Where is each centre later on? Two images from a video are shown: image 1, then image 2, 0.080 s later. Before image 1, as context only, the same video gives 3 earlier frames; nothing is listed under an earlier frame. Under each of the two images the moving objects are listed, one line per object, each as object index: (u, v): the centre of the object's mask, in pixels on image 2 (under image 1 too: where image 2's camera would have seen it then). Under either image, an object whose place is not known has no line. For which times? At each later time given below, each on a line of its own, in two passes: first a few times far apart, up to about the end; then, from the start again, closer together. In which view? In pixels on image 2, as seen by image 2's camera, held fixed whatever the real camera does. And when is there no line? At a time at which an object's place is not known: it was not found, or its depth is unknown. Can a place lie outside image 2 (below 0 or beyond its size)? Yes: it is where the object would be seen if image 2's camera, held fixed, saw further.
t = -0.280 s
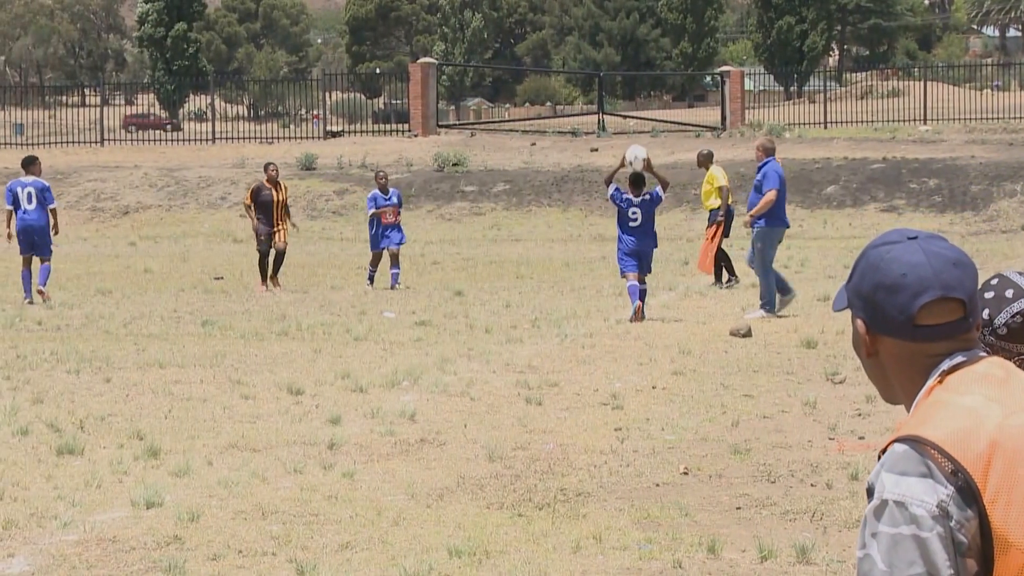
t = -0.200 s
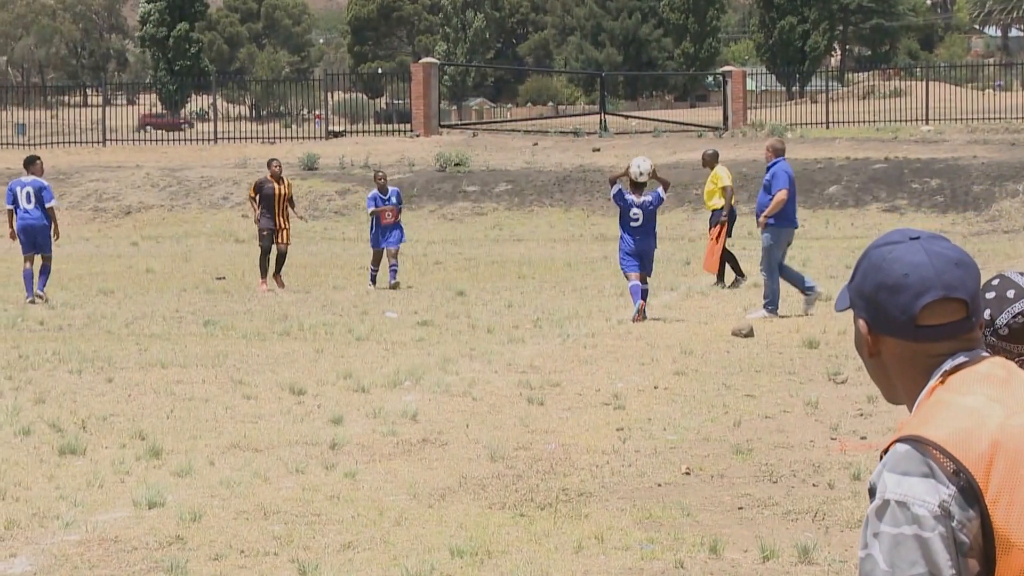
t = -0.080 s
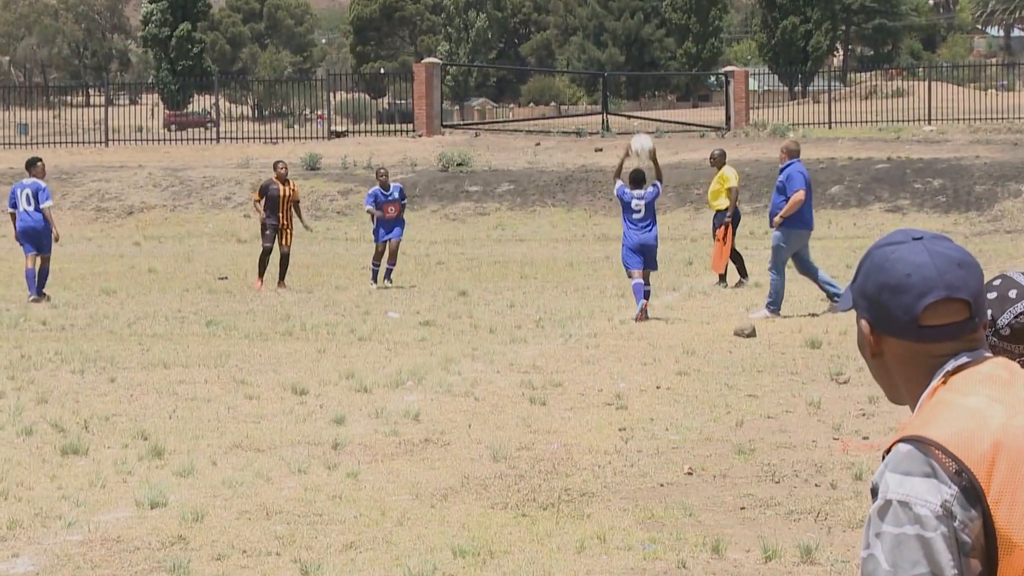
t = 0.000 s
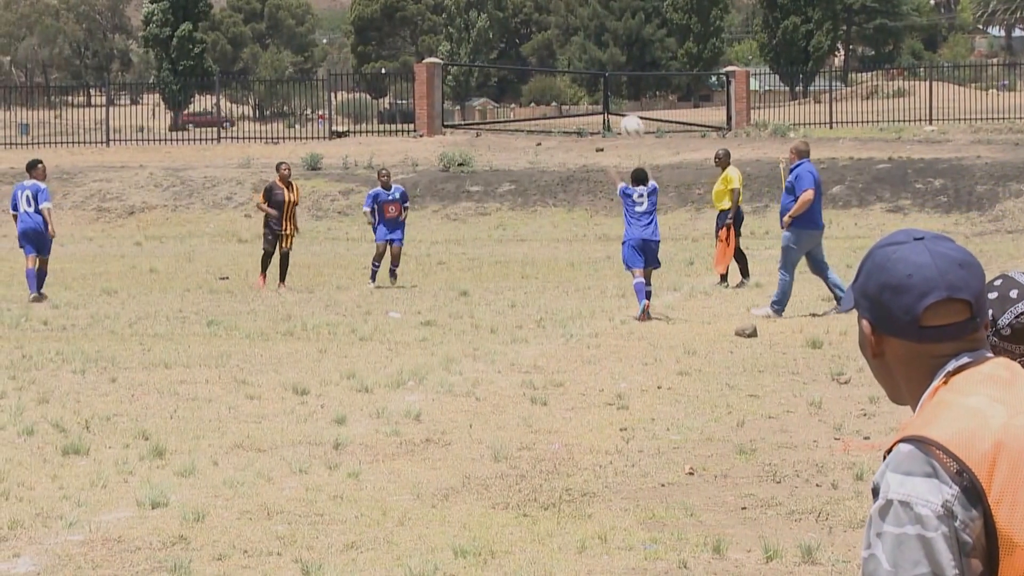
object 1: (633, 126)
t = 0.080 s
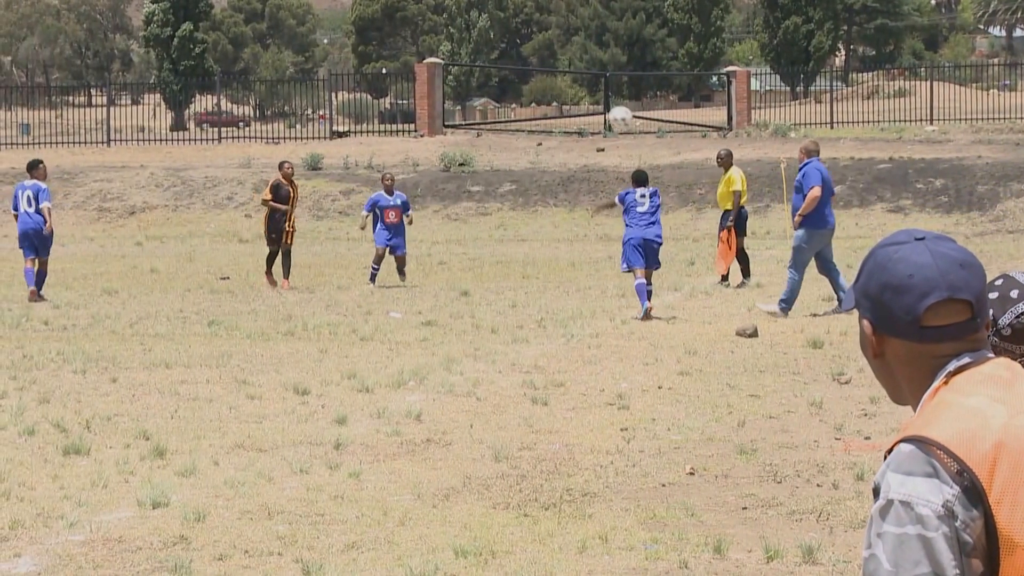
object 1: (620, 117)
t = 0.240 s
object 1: (598, 115)
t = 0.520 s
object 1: (565, 169)
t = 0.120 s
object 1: (614, 115)
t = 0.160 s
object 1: (609, 113)
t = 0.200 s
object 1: (603, 115)
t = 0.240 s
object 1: (598, 115)
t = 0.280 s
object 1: (593, 118)
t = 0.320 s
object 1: (588, 126)
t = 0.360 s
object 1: (583, 130)
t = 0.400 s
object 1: (578, 137)
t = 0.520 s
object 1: (565, 169)
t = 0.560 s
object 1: (561, 182)
